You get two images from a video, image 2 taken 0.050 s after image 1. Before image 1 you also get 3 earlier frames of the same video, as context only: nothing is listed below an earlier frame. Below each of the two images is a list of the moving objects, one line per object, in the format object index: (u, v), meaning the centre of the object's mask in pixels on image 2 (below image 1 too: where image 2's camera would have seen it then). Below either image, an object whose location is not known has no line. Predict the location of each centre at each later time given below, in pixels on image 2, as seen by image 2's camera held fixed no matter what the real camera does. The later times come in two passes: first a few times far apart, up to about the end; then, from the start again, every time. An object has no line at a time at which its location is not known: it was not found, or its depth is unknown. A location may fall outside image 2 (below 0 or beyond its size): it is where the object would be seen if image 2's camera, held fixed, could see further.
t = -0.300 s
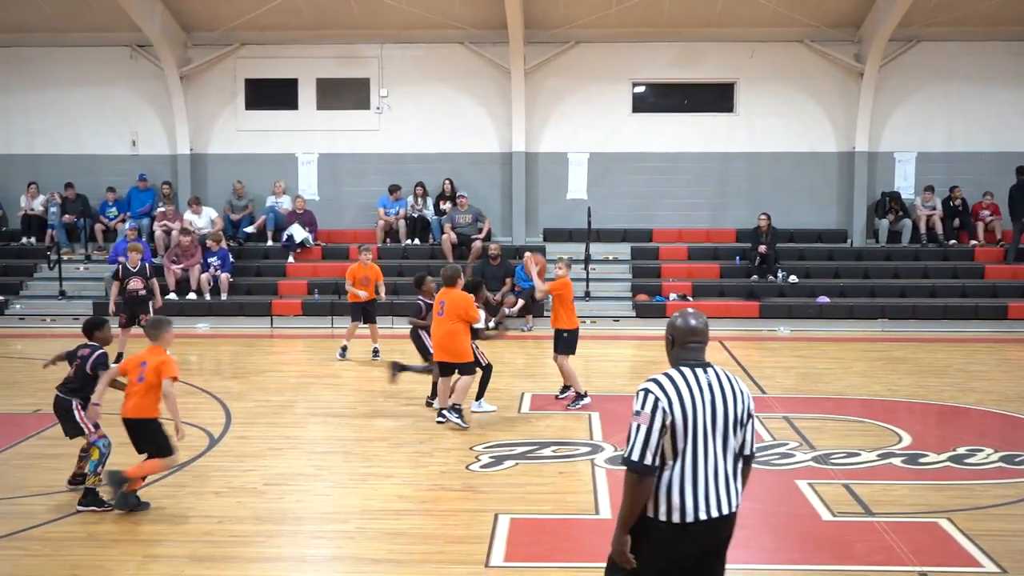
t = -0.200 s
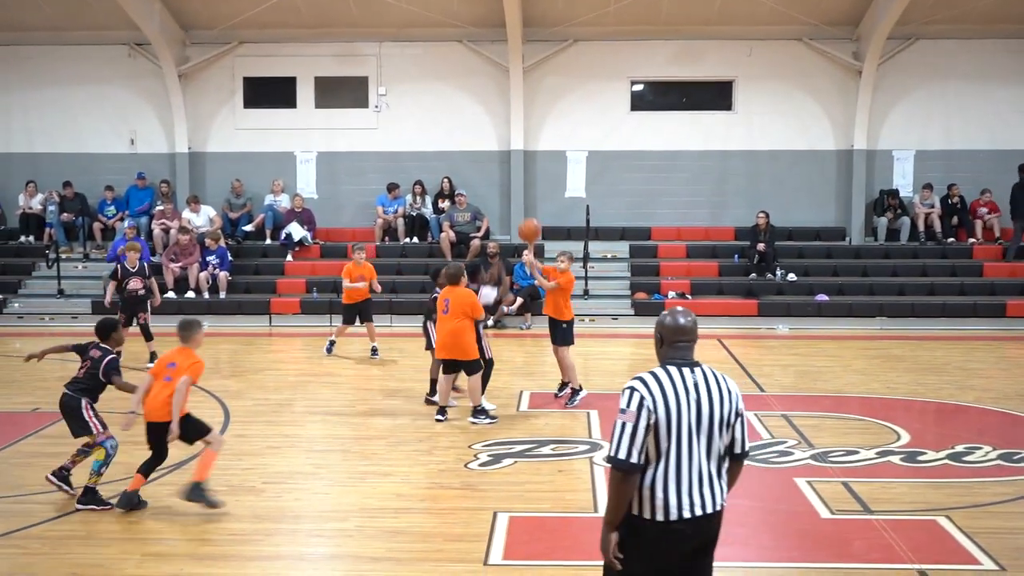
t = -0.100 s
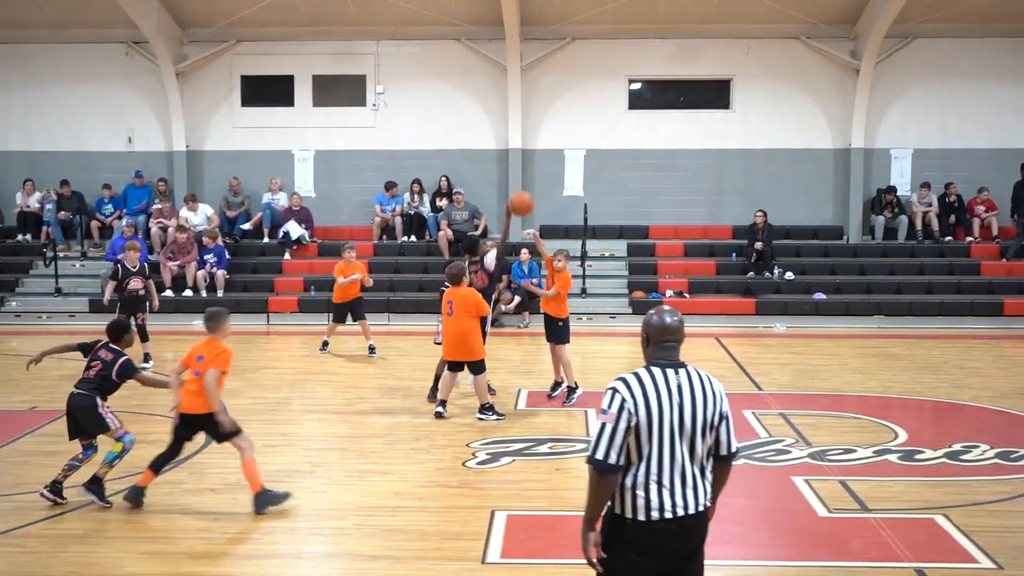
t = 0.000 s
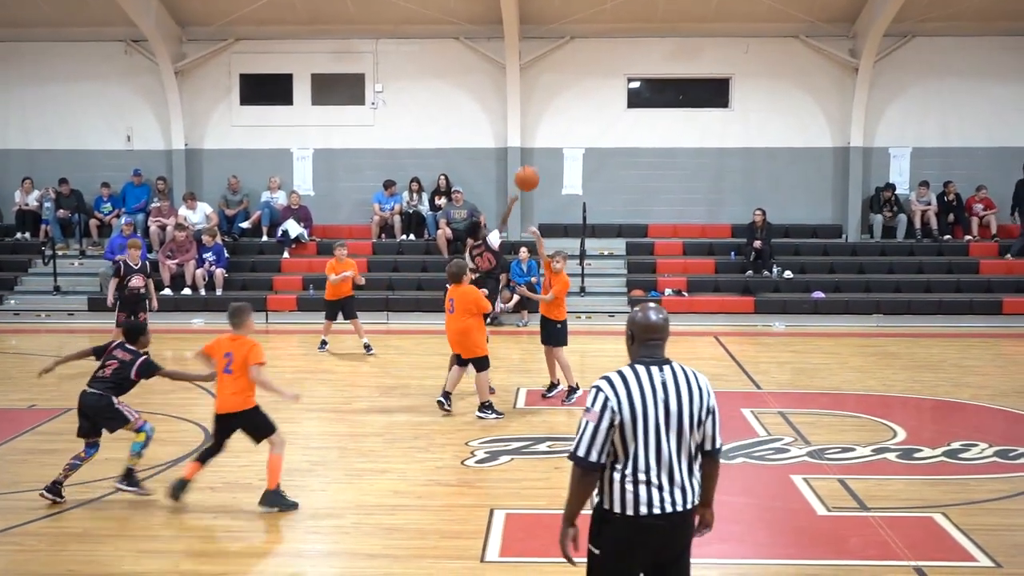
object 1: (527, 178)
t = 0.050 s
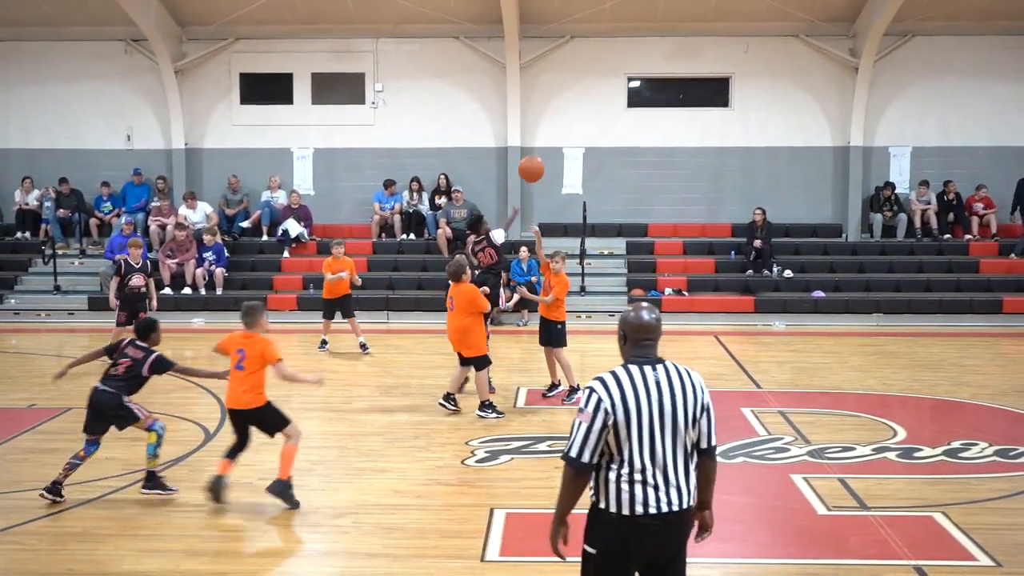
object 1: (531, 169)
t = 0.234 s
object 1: (548, 159)
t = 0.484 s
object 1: (576, 214)
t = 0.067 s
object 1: (532, 166)
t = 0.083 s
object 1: (534, 165)
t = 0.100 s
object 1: (535, 163)
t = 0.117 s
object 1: (537, 161)
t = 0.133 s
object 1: (538, 160)
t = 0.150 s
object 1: (540, 159)
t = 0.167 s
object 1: (541, 158)
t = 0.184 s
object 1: (543, 158)
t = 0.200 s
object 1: (545, 158)
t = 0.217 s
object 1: (546, 158)
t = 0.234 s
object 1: (548, 159)
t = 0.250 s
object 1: (550, 160)
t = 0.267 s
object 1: (551, 161)
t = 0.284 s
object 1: (553, 164)
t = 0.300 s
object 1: (555, 165)
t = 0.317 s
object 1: (557, 168)
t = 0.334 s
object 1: (559, 170)
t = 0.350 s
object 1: (560, 173)
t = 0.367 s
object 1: (562, 177)
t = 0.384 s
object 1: (564, 181)
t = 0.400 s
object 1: (566, 186)
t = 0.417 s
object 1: (568, 190)
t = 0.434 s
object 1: (570, 195)
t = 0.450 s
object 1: (572, 201)
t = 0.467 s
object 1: (574, 207)
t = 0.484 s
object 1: (576, 214)
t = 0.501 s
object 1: (579, 221)
